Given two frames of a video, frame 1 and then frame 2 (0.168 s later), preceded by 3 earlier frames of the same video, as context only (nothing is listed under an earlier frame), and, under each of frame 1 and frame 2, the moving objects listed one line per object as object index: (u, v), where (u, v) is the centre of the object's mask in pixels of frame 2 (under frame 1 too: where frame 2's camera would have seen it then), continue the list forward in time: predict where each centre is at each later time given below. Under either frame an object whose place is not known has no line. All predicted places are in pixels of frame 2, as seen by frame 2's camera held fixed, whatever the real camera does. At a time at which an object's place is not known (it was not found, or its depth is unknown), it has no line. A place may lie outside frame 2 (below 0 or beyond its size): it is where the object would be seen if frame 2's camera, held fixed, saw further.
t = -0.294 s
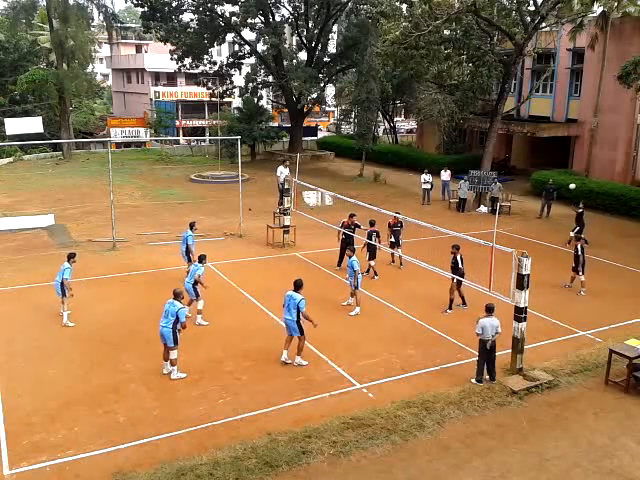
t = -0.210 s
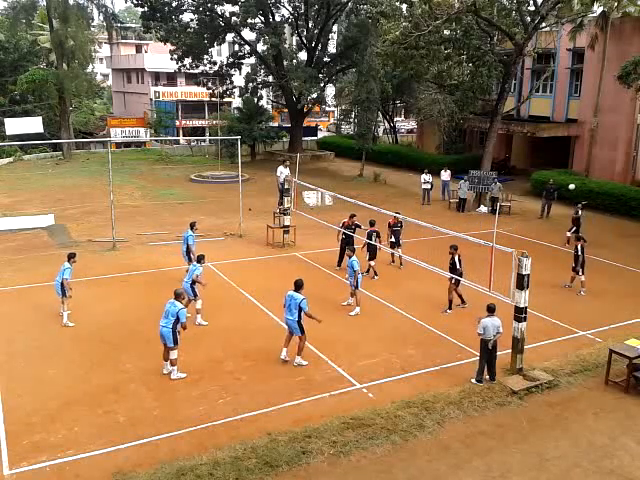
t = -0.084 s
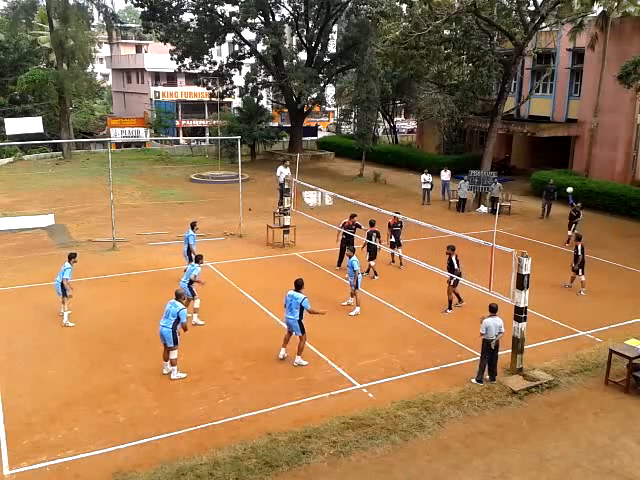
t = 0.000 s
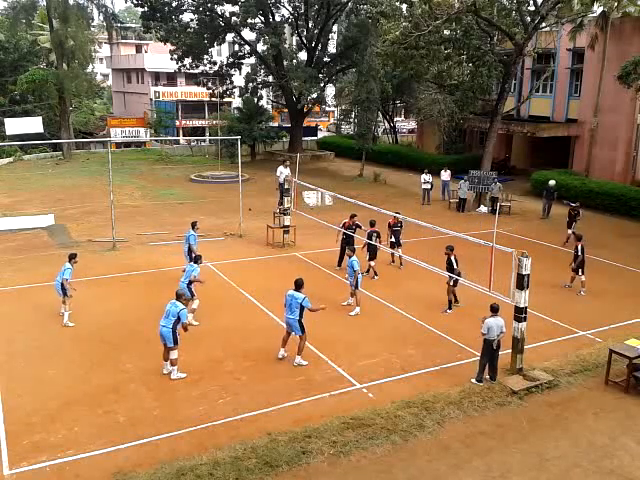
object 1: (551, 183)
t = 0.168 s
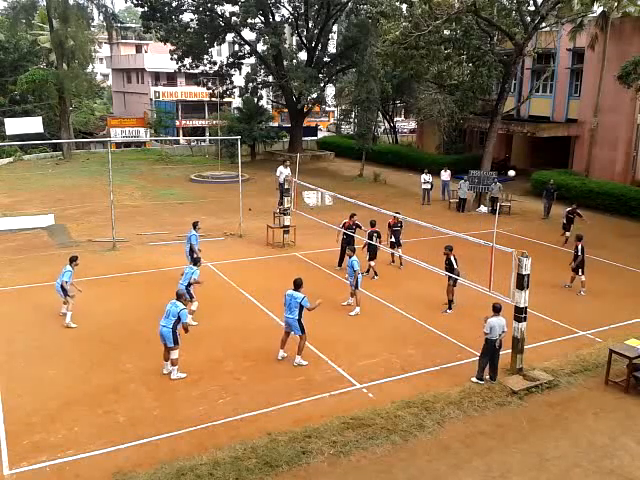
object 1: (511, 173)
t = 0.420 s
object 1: (439, 177)
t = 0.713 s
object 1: (338, 211)
